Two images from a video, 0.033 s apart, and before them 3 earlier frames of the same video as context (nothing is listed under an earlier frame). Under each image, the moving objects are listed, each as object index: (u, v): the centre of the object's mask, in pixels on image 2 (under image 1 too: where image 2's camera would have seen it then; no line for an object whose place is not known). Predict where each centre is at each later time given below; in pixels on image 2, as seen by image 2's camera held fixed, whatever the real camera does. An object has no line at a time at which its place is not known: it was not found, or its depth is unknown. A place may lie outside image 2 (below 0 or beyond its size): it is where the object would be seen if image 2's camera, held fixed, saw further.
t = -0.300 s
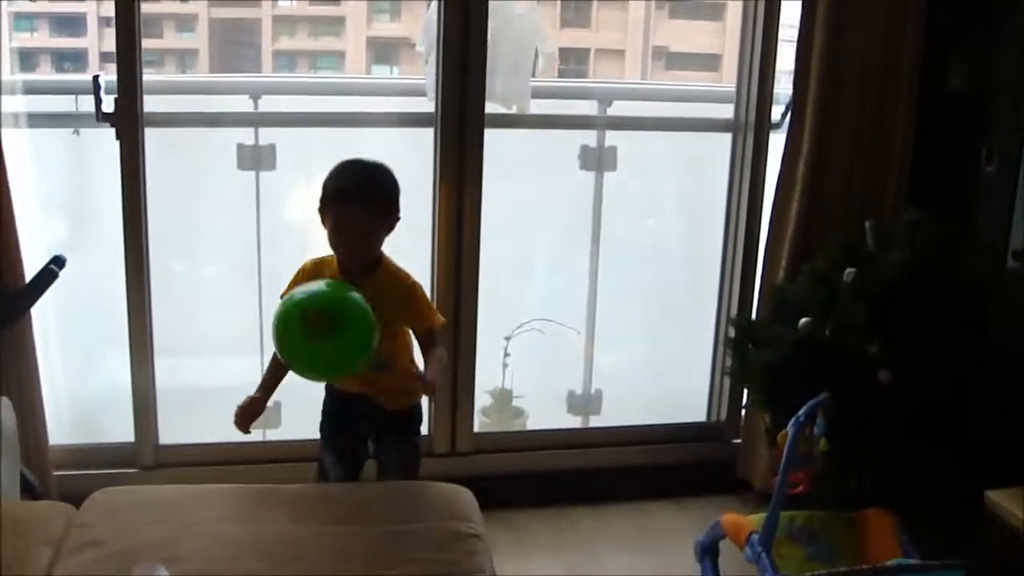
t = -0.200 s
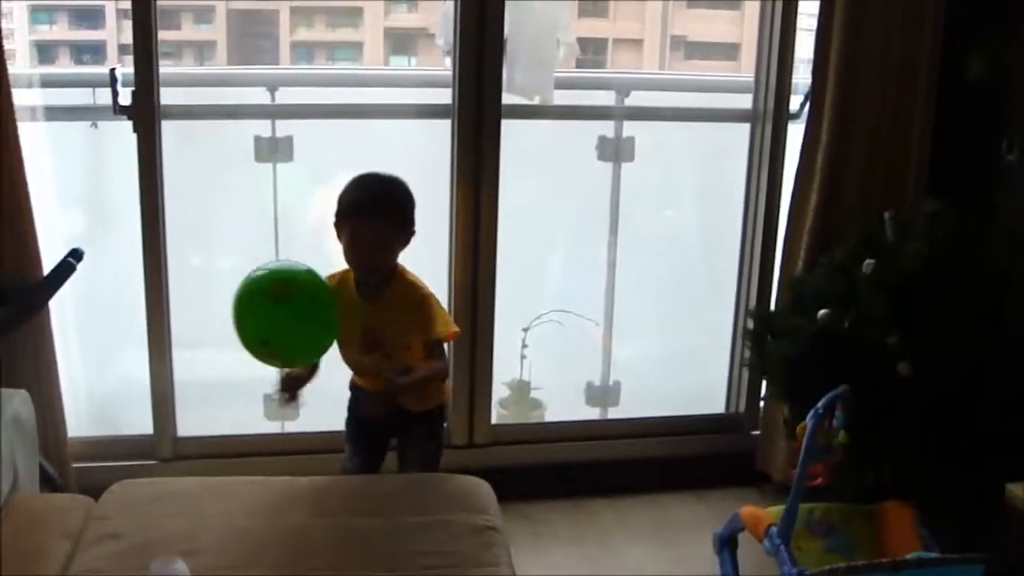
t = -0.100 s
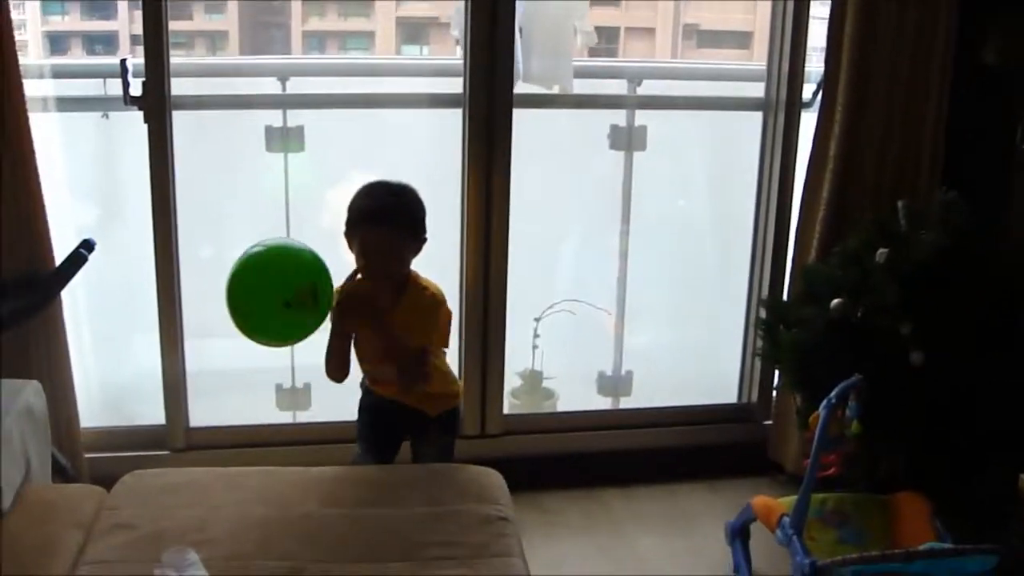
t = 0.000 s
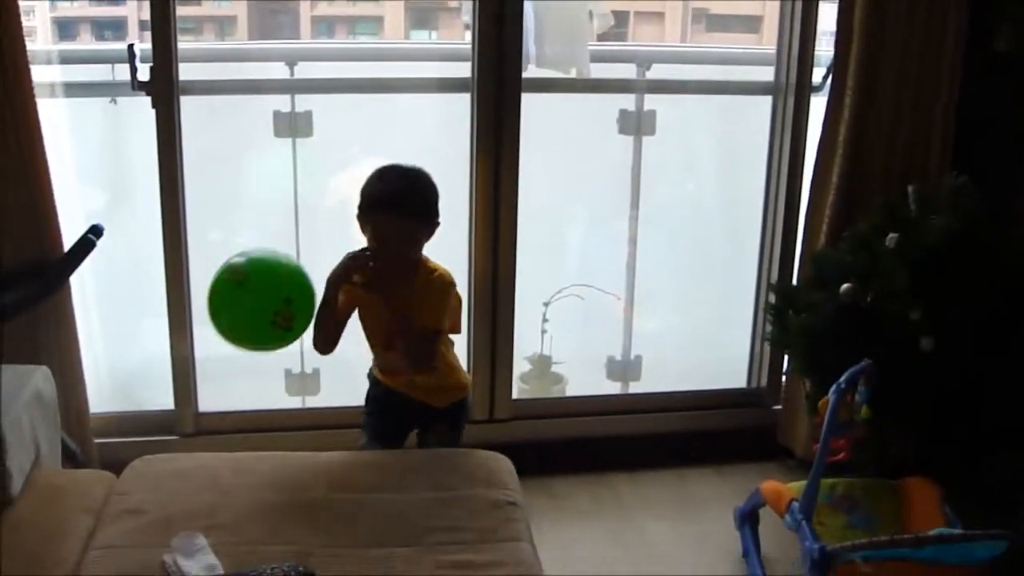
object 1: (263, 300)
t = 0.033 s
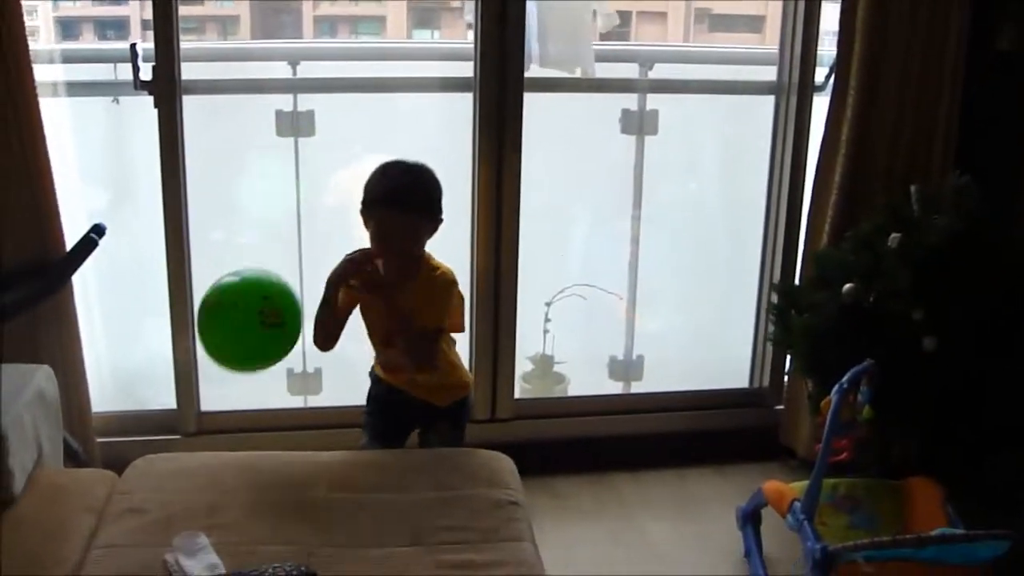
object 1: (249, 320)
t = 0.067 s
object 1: (236, 345)
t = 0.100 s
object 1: (223, 374)
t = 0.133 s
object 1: (213, 405)
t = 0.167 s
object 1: (197, 404)
